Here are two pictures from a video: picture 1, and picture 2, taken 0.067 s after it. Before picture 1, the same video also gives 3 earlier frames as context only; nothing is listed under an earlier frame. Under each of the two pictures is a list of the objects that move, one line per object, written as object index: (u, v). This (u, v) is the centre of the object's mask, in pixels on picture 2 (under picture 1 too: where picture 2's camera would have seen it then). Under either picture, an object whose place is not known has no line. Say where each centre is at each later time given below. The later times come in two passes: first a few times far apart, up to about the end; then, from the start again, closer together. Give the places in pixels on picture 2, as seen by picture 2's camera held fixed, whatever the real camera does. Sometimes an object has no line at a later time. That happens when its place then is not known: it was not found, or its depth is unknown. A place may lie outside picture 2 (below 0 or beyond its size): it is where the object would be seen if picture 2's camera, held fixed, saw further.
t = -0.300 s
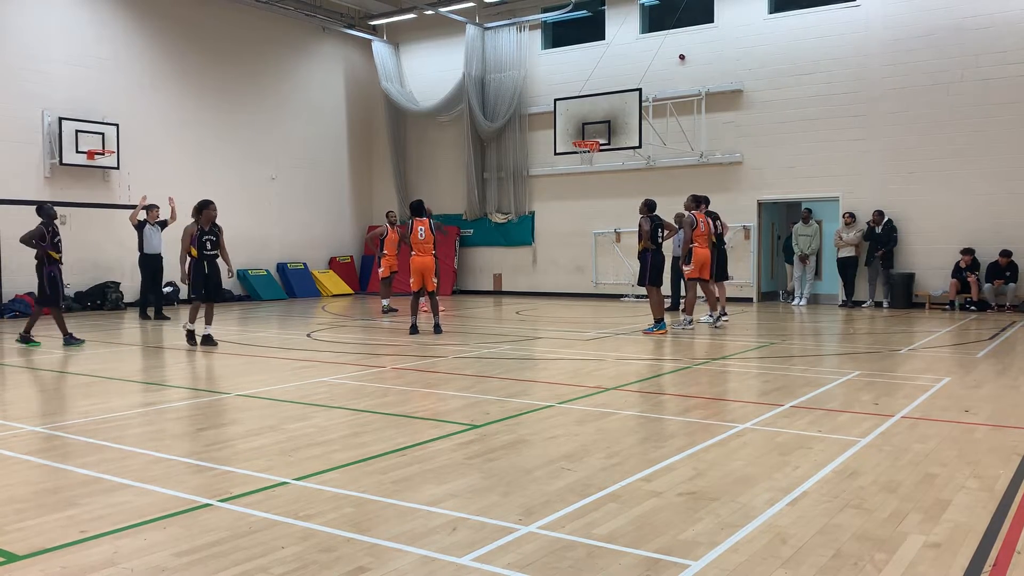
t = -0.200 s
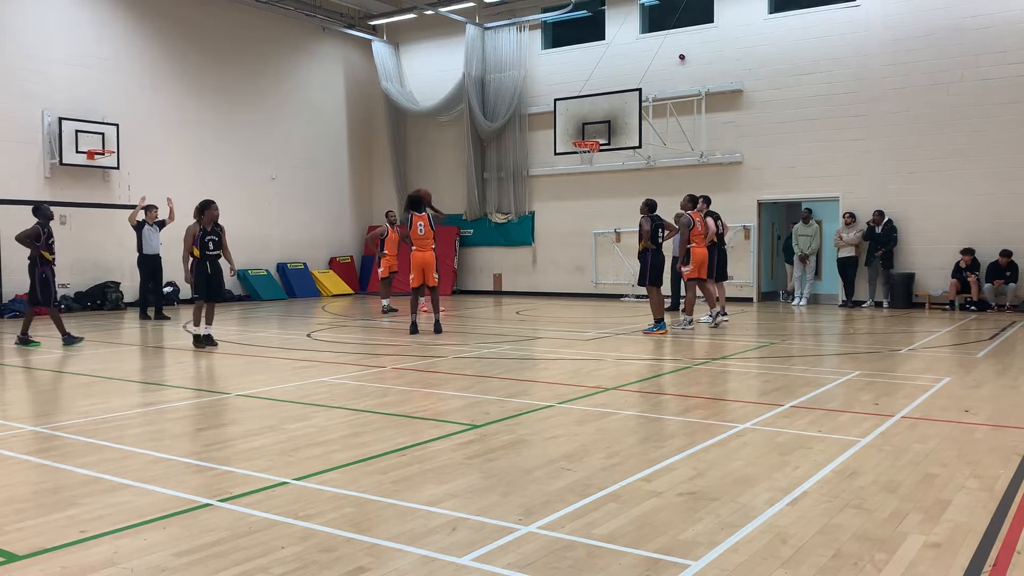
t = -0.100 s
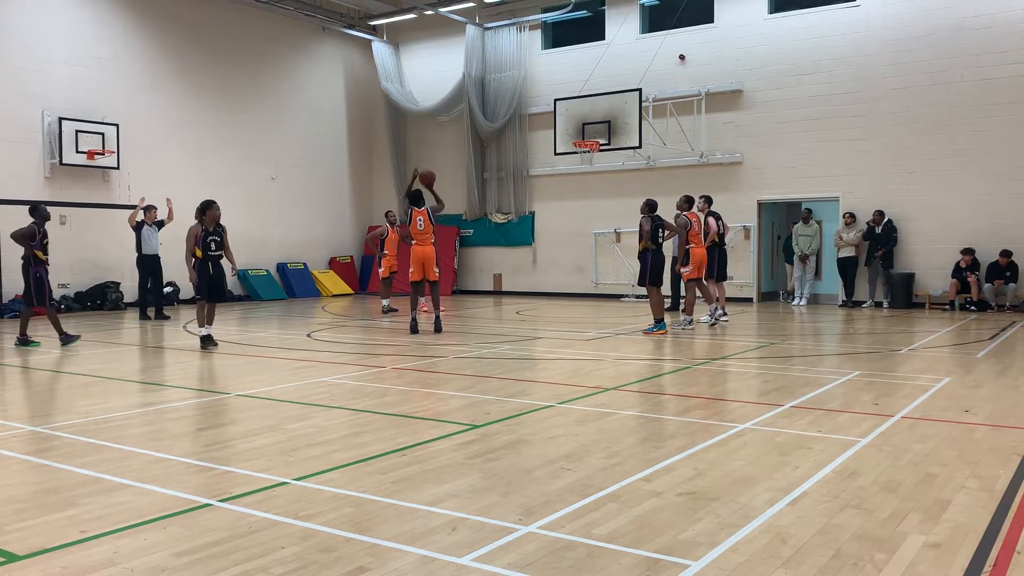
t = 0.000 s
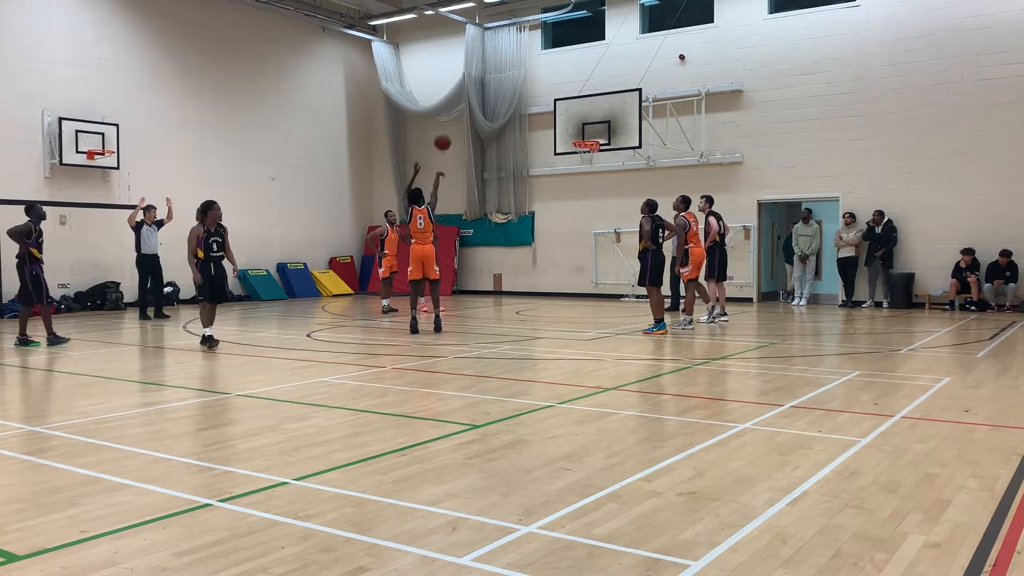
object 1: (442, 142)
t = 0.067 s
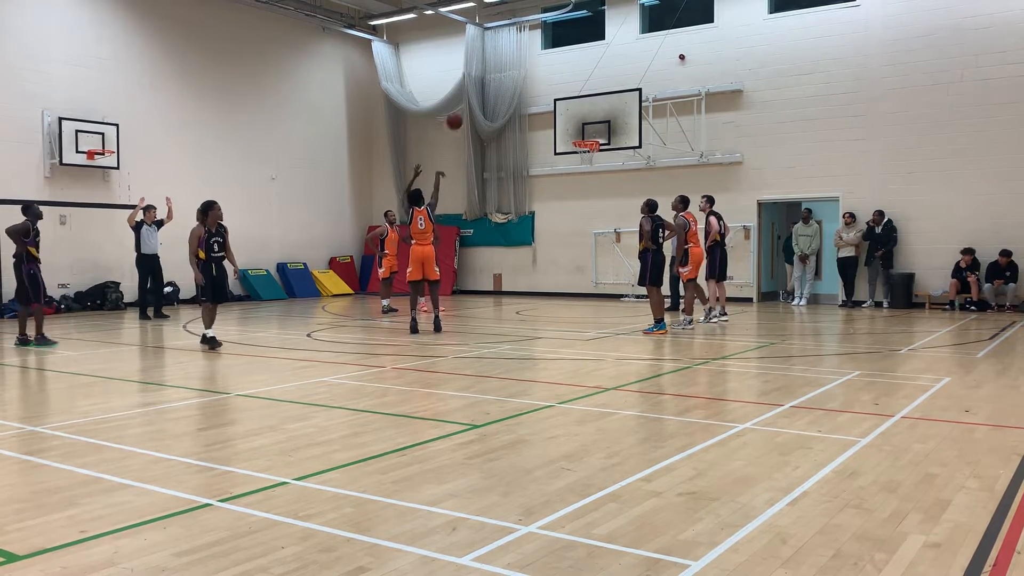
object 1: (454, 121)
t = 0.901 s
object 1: (577, 120)
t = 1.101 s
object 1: (593, 130)
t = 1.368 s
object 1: (585, 133)
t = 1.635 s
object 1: (580, 135)
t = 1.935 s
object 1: (591, 159)
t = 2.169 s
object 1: (595, 184)
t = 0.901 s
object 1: (577, 120)
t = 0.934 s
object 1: (581, 129)
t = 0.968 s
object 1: (584, 134)
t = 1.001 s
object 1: (586, 133)
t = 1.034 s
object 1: (588, 131)
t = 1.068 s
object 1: (591, 130)
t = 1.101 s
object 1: (593, 130)
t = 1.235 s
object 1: (593, 130)
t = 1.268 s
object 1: (591, 130)
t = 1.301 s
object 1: (590, 130)
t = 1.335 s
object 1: (587, 132)
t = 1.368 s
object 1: (585, 133)
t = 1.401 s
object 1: (584, 135)
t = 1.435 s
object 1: (583, 134)
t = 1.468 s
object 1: (583, 133)
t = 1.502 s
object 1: (582, 133)
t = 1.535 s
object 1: (582, 133)
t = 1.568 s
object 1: (581, 133)
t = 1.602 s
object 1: (581, 134)
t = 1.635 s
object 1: (580, 135)
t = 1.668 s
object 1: (580, 136)
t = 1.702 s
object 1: (579, 138)
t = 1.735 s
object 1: (581, 139)
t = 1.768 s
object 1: (583, 139)
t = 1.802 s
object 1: (584, 147)
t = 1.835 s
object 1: (585, 150)
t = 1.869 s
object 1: (588, 154)
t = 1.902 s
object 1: (589, 156)
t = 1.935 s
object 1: (591, 159)
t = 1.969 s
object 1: (591, 160)
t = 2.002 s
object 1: (592, 163)
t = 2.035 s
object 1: (592, 166)
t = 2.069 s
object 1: (593, 170)
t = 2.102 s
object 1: (594, 174)
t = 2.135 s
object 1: (594, 179)
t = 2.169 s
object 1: (595, 184)
